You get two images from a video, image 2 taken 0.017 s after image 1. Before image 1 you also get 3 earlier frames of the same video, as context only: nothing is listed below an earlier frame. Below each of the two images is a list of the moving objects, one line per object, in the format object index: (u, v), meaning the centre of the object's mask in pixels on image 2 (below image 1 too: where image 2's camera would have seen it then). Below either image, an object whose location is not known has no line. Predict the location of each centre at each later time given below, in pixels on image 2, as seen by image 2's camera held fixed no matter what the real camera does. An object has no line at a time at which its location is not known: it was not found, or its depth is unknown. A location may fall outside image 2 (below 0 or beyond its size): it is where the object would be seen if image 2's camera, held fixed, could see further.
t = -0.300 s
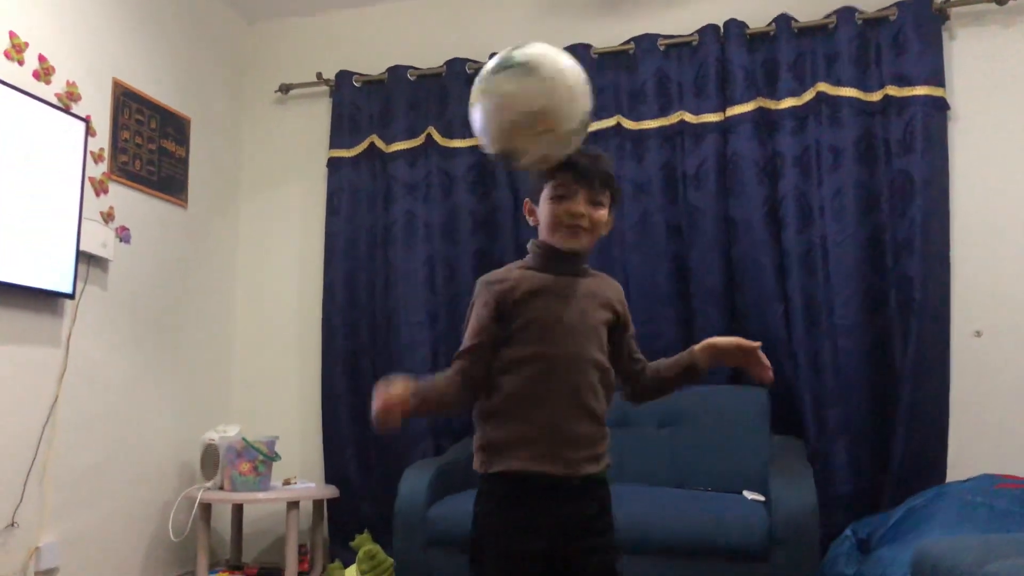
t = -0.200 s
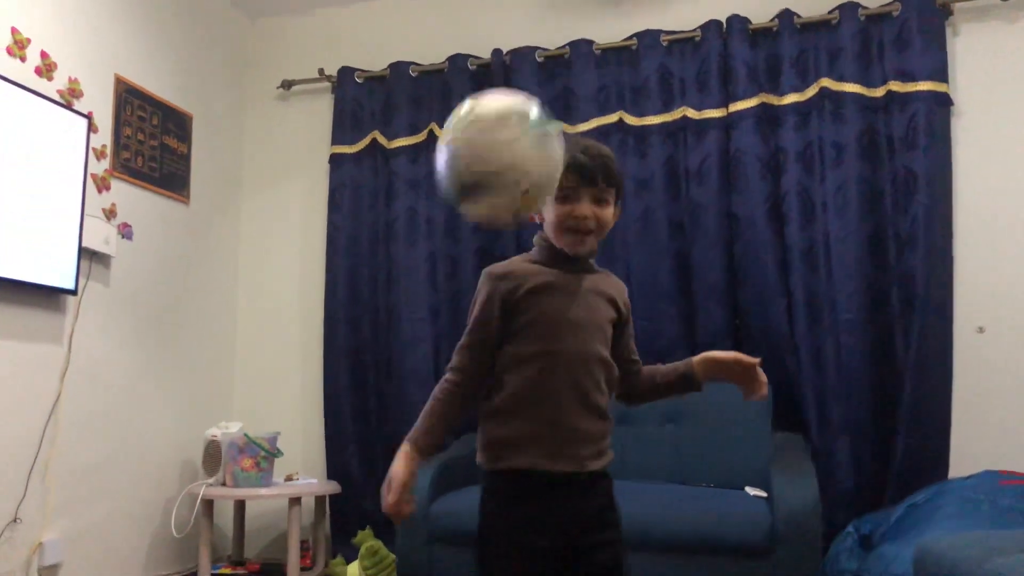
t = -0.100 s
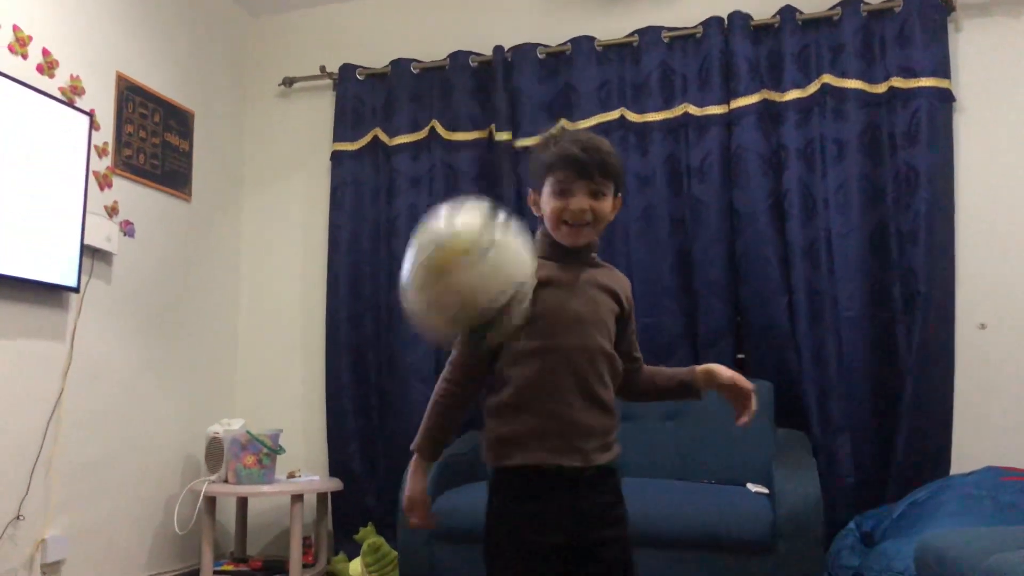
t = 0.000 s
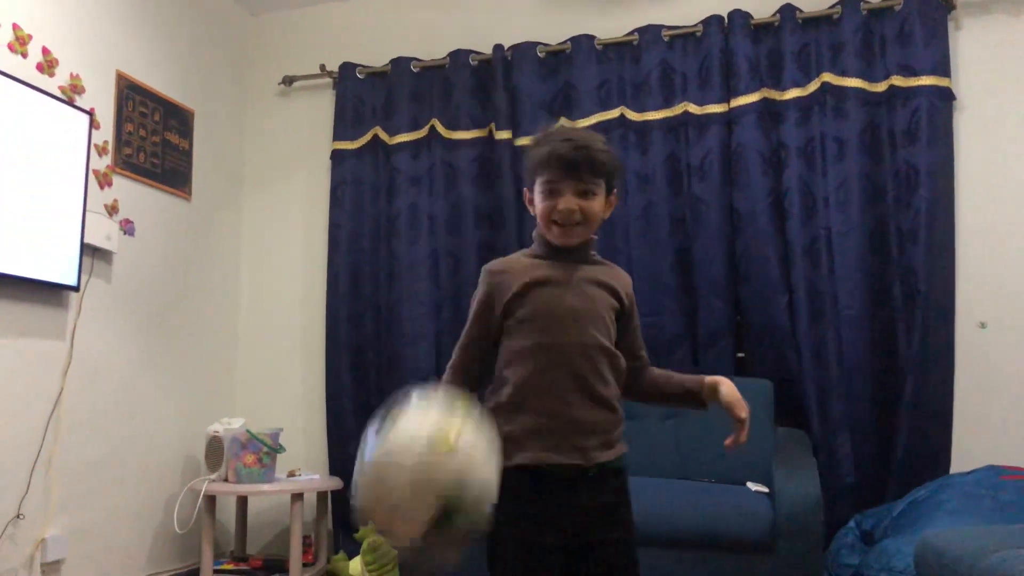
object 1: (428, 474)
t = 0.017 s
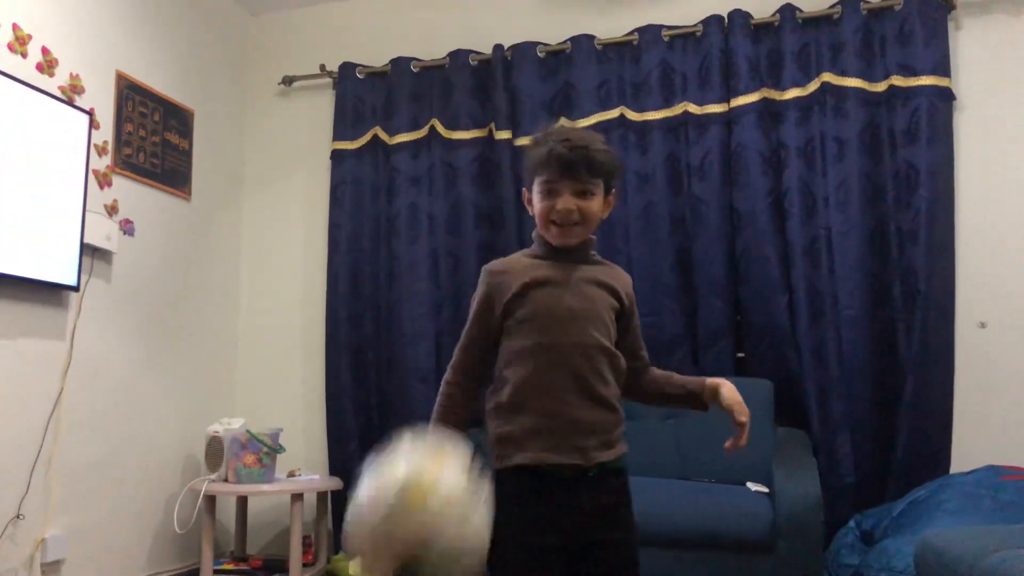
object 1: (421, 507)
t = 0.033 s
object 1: (412, 530)
